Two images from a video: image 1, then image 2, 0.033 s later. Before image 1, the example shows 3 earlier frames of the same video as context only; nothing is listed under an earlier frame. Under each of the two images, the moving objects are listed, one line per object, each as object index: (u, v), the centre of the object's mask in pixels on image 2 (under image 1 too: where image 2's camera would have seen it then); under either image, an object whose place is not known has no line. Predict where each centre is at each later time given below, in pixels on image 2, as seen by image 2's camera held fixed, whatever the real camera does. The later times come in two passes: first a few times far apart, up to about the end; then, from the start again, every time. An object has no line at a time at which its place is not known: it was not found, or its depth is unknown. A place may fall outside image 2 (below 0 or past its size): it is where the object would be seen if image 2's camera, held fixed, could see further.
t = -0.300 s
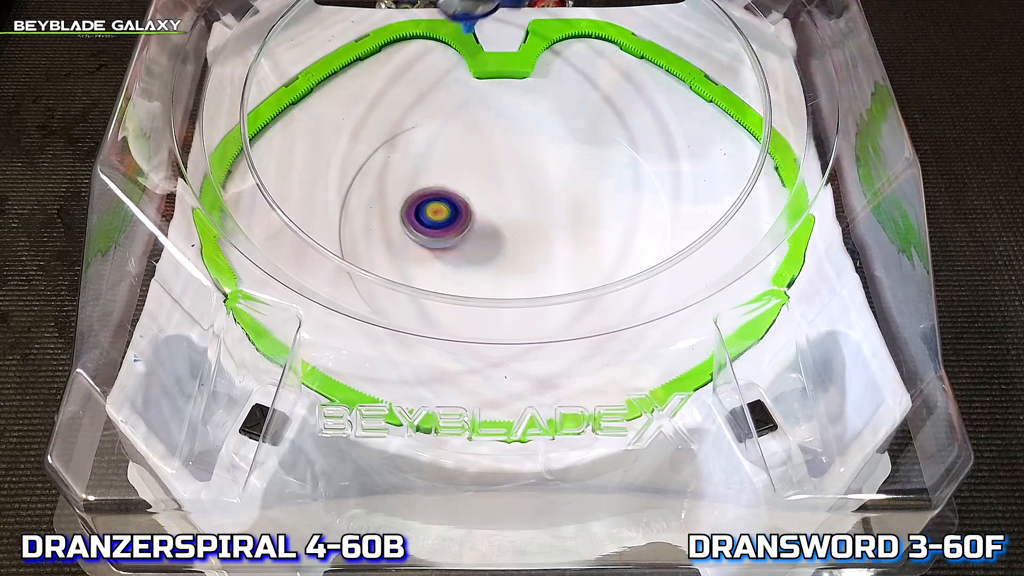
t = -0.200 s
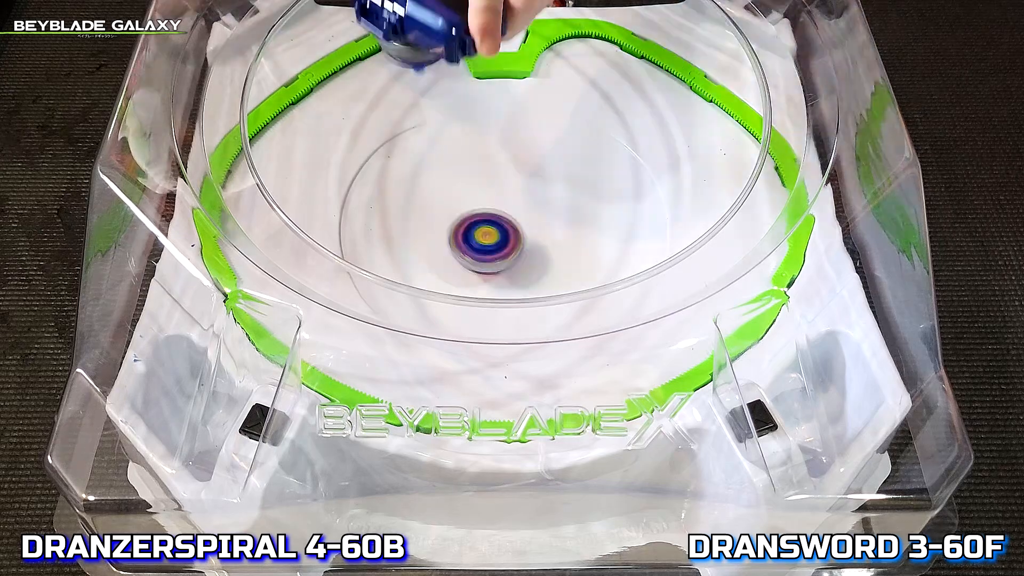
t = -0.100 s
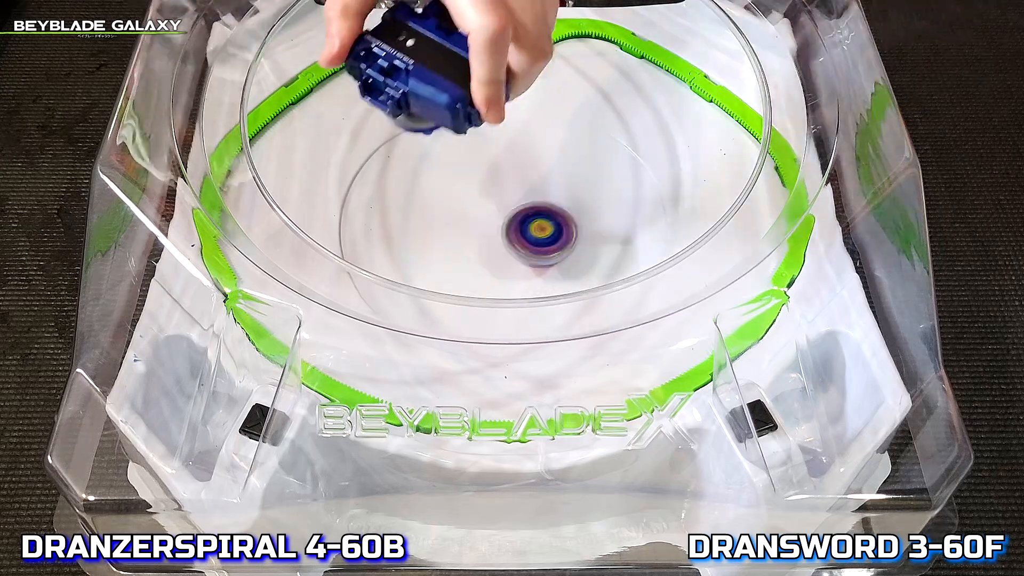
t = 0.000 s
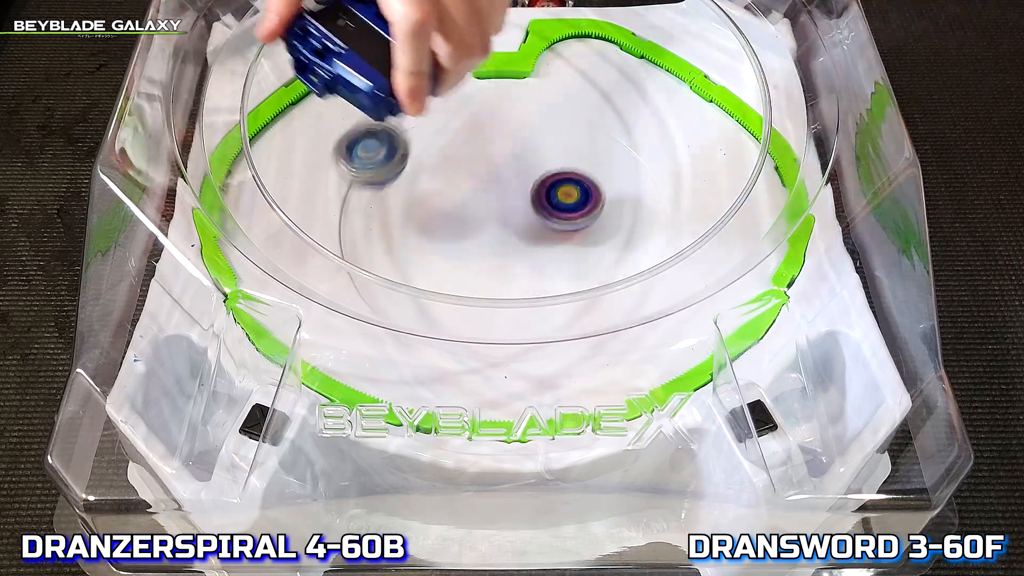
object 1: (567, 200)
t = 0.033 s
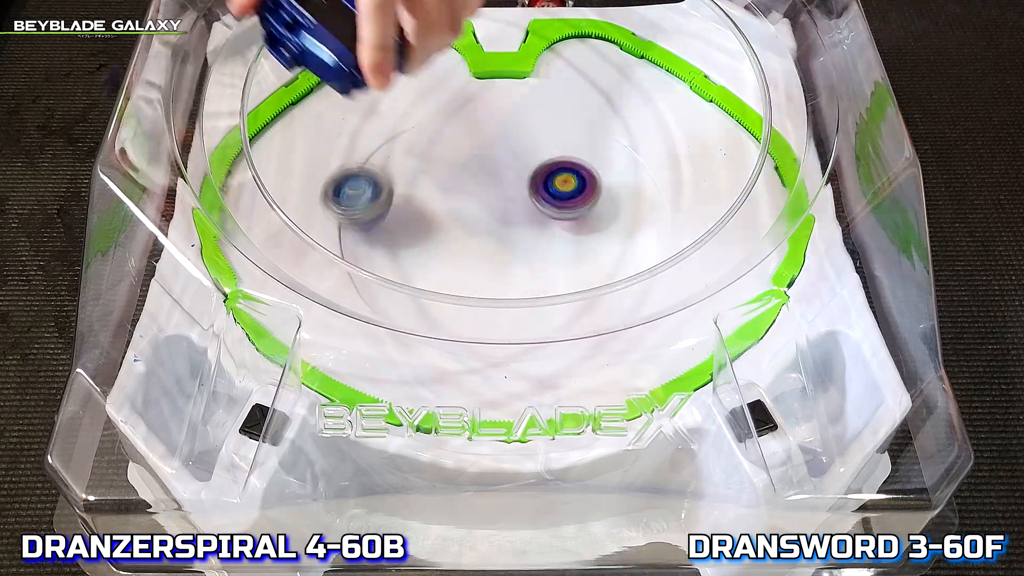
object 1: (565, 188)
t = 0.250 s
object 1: (511, 159)
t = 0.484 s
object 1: (458, 200)
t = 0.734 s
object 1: (557, 237)
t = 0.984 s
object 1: (562, 174)
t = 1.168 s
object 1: (490, 176)
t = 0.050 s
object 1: (562, 184)
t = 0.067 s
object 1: (559, 179)
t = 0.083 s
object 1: (556, 175)
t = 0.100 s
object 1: (554, 172)
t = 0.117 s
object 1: (551, 170)
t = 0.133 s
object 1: (548, 168)
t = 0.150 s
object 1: (545, 166)
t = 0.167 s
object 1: (542, 165)
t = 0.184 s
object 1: (537, 164)
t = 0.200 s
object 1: (531, 162)
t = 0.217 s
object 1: (524, 161)
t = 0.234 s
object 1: (518, 160)
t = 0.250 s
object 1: (511, 159)
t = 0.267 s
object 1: (503, 158)
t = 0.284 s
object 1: (496, 158)
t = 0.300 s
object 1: (489, 158)
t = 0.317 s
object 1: (482, 159)
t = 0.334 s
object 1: (475, 161)
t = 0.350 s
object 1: (468, 164)
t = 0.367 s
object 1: (464, 166)
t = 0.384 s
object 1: (460, 171)
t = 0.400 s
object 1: (458, 175)
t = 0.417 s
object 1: (457, 180)
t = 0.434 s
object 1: (456, 184)
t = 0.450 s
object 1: (456, 189)
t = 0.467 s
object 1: (457, 195)
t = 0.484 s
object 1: (458, 200)
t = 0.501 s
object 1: (461, 206)
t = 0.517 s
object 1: (465, 211)
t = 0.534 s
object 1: (470, 216)
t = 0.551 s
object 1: (475, 223)
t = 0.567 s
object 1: (480, 227)
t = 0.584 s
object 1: (487, 232)
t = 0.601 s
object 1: (494, 235)
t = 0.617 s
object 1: (501, 238)
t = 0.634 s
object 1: (509, 240)
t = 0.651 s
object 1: (517, 241)
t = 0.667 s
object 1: (525, 242)
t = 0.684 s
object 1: (534, 242)
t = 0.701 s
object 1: (541, 241)
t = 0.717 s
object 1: (550, 240)
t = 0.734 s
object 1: (557, 237)
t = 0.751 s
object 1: (563, 234)
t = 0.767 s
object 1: (569, 231)
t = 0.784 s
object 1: (573, 226)
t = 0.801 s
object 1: (578, 222)
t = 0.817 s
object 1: (580, 217)
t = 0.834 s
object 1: (582, 211)
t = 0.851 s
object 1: (583, 206)
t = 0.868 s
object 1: (583, 201)
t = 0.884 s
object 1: (582, 197)
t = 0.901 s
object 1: (580, 192)
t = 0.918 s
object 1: (578, 188)
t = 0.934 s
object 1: (575, 184)
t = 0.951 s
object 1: (571, 181)
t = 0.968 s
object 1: (567, 178)
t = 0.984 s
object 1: (562, 174)
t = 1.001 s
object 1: (556, 171)
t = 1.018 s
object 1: (550, 168)
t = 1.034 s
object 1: (545, 166)
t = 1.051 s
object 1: (539, 164)
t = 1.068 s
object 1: (531, 164)
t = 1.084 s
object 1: (524, 164)
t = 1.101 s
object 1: (518, 165)
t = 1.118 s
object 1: (510, 167)
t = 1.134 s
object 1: (504, 169)
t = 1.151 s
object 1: (497, 172)
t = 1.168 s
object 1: (490, 176)
